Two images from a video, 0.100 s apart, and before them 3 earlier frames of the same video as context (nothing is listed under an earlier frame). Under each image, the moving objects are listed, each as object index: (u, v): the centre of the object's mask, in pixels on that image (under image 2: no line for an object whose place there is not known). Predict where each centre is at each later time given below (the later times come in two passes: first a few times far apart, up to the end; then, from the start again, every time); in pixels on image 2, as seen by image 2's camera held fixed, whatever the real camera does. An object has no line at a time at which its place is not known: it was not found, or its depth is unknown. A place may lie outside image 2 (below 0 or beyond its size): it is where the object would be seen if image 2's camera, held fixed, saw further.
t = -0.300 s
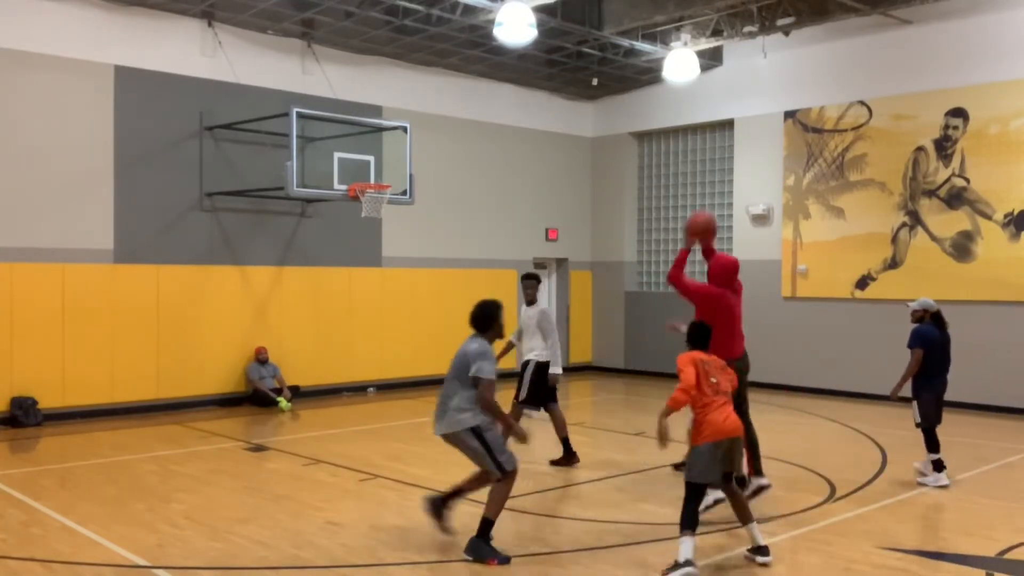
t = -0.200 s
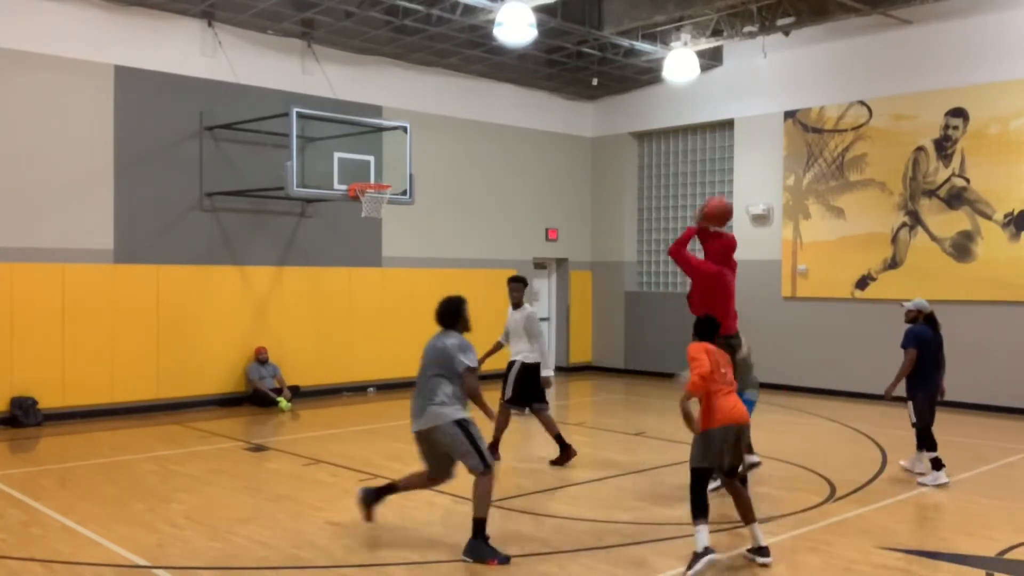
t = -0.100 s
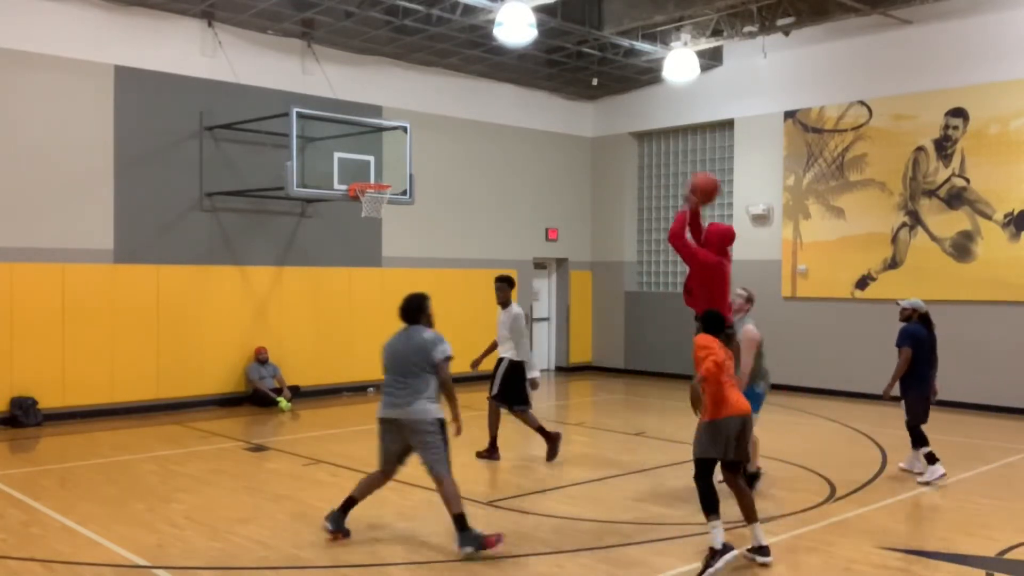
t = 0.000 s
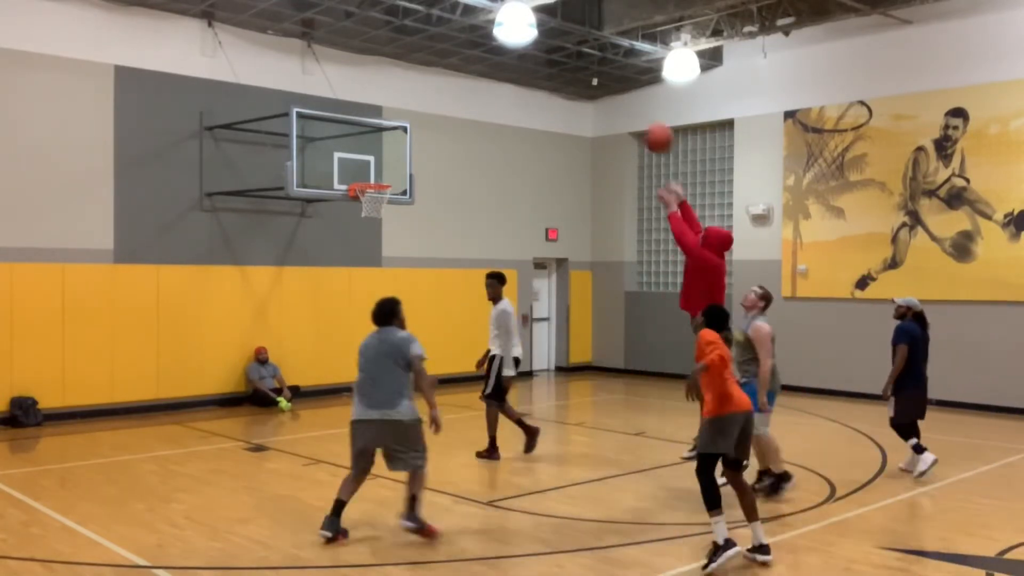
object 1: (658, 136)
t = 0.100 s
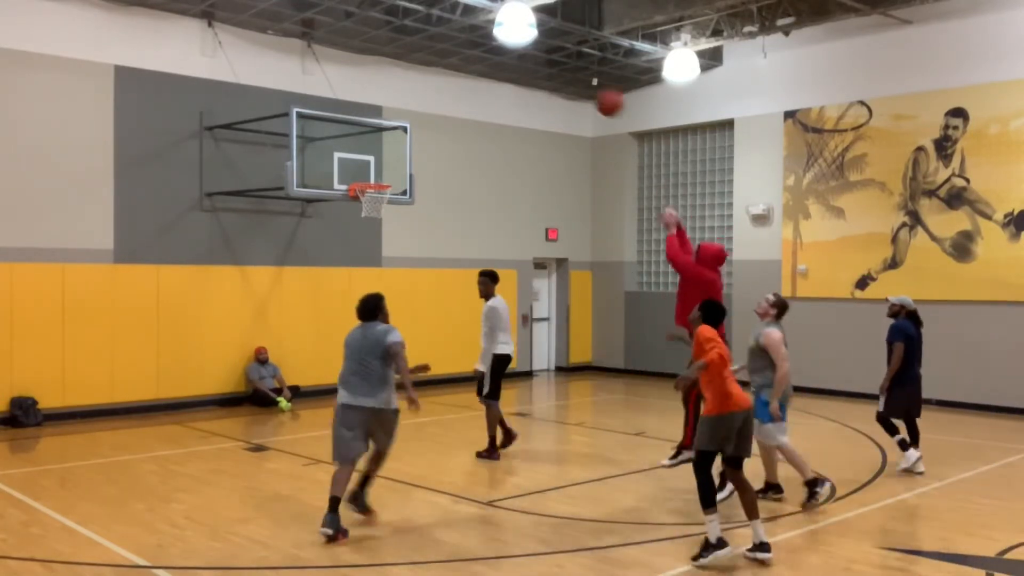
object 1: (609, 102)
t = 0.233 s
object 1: (554, 76)
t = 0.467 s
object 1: (472, 79)
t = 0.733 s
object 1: (399, 134)
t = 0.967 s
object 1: (371, 208)
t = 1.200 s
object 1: (407, 285)
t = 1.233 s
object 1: (412, 299)
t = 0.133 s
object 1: (595, 92)
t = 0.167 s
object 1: (581, 86)
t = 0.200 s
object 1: (567, 81)
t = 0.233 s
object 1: (554, 76)
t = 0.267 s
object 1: (540, 74)
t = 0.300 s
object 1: (529, 72)
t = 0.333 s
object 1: (516, 71)
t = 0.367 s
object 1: (504, 71)
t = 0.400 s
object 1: (494, 73)
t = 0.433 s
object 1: (483, 76)
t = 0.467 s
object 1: (472, 79)
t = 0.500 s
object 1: (462, 82)
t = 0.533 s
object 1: (452, 87)
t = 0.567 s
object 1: (442, 93)
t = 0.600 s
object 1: (434, 100)
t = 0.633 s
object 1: (424, 107)
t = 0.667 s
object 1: (416, 116)
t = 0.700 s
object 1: (408, 124)
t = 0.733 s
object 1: (399, 134)
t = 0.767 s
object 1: (391, 143)
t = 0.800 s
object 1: (384, 154)
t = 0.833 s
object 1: (377, 164)
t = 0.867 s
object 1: (369, 175)
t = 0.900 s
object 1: (360, 191)
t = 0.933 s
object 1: (367, 196)
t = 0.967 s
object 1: (371, 208)
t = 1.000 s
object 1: (377, 217)
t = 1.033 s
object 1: (383, 227)
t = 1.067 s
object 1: (387, 237)
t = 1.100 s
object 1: (392, 248)
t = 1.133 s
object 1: (398, 259)
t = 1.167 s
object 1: (402, 272)
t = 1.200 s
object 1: (407, 285)
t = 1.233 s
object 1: (412, 299)
